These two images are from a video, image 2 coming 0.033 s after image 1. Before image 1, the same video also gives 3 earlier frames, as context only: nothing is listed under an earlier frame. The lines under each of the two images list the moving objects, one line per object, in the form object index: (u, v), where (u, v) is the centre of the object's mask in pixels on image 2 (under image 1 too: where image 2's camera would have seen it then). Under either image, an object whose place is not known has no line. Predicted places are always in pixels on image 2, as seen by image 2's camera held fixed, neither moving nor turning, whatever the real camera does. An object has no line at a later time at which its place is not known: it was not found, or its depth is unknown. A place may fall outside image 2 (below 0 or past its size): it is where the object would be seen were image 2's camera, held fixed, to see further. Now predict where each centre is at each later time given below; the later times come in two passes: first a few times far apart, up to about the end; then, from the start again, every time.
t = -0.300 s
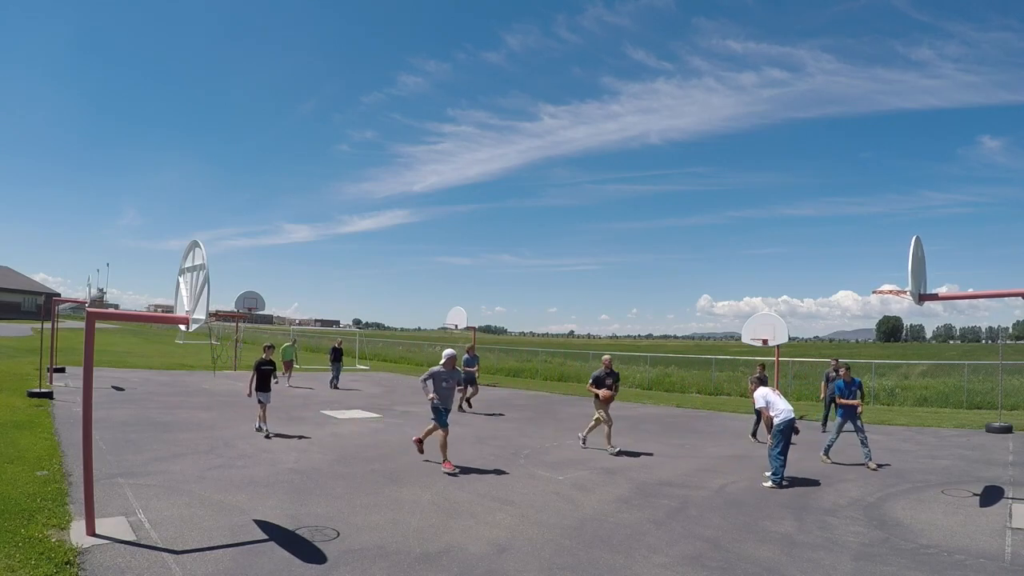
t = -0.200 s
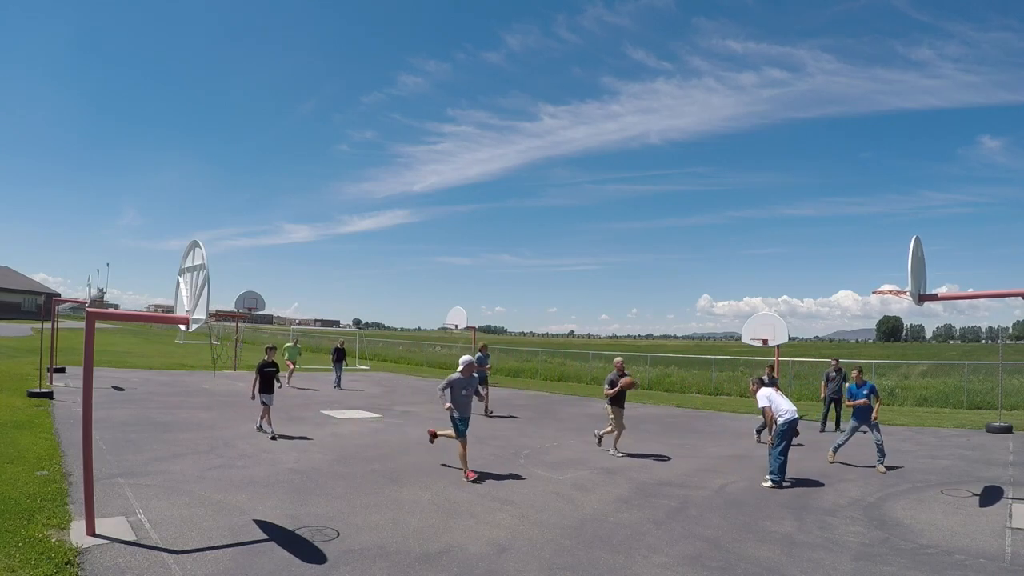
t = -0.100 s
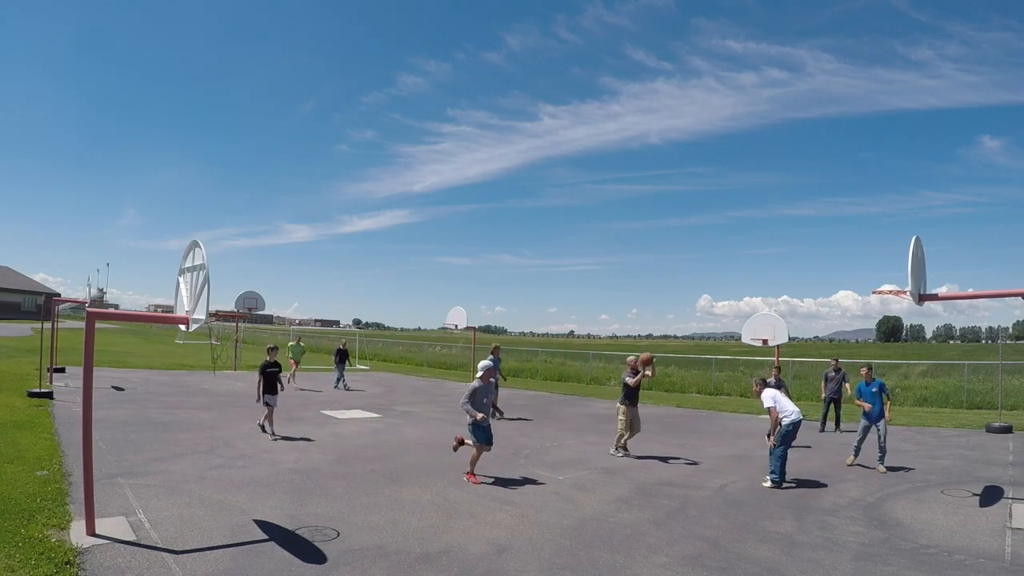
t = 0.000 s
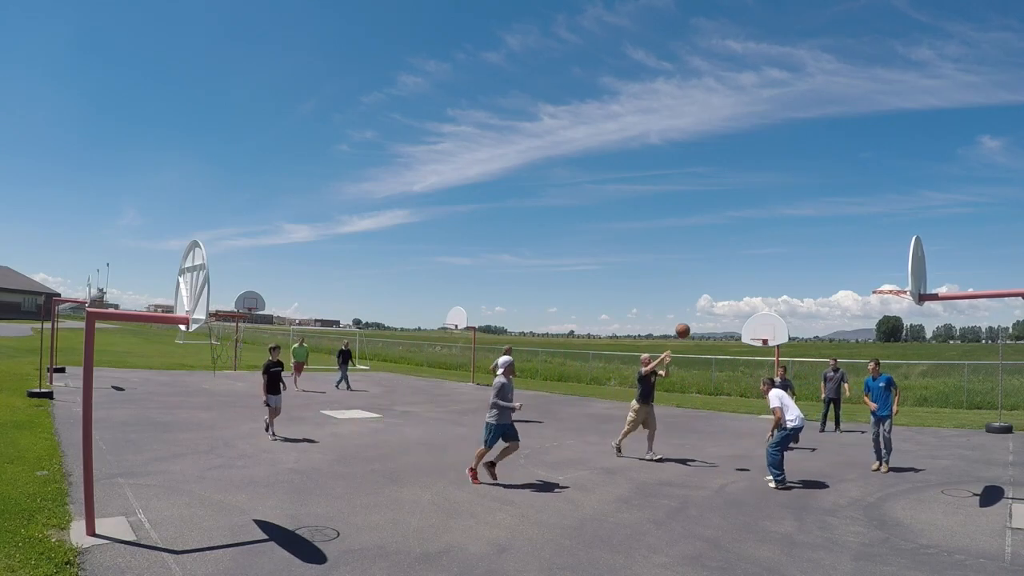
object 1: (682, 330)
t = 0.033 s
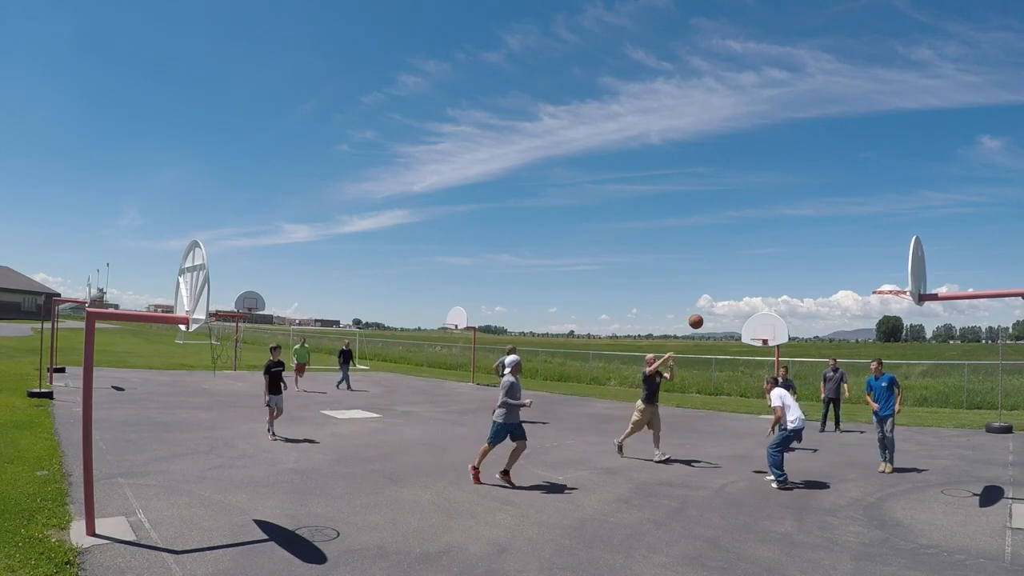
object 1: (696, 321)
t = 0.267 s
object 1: (796, 273)
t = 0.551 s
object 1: (886, 263)
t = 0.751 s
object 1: (815, 300)
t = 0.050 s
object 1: (702, 317)
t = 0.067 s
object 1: (709, 313)
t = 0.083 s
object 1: (716, 309)
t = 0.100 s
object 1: (723, 305)
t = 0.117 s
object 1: (730, 301)
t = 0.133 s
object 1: (737, 297)
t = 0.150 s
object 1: (744, 294)
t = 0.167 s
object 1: (751, 290)
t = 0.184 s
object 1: (758, 287)
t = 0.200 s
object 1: (766, 284)
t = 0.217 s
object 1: (773, 281)
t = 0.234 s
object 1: (781, 278)
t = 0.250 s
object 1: (788, 276)
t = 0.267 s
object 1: (796, 273)
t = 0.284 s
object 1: (803, 271)
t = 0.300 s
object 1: (811, 269)
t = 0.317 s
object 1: (819, 266)
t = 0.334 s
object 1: (827, 265)
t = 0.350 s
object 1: (835, 263)
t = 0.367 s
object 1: (843, 262)
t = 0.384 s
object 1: (851, 261)
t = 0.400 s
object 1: (860, 259)
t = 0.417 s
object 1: (868, 258)
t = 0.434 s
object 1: (876, 258)
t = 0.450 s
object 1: (885, 257)
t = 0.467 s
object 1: (894, 257)
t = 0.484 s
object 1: (901, 257)
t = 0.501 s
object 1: (903, 257)
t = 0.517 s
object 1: (899, 259)
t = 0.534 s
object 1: (893, 261)
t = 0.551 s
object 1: (886, 263)
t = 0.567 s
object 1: (881, 265)
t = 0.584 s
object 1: (874, 267)
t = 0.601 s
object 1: (868, 270)
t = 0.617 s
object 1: (862, 273)
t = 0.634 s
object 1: (856, 275)
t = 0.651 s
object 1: (850, 278)
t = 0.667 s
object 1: (844, 281)
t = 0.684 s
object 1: (839, 285)
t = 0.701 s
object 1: (833, 288)
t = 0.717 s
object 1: (827, 292)
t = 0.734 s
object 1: (821, 296)
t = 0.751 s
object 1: (815, 300)
